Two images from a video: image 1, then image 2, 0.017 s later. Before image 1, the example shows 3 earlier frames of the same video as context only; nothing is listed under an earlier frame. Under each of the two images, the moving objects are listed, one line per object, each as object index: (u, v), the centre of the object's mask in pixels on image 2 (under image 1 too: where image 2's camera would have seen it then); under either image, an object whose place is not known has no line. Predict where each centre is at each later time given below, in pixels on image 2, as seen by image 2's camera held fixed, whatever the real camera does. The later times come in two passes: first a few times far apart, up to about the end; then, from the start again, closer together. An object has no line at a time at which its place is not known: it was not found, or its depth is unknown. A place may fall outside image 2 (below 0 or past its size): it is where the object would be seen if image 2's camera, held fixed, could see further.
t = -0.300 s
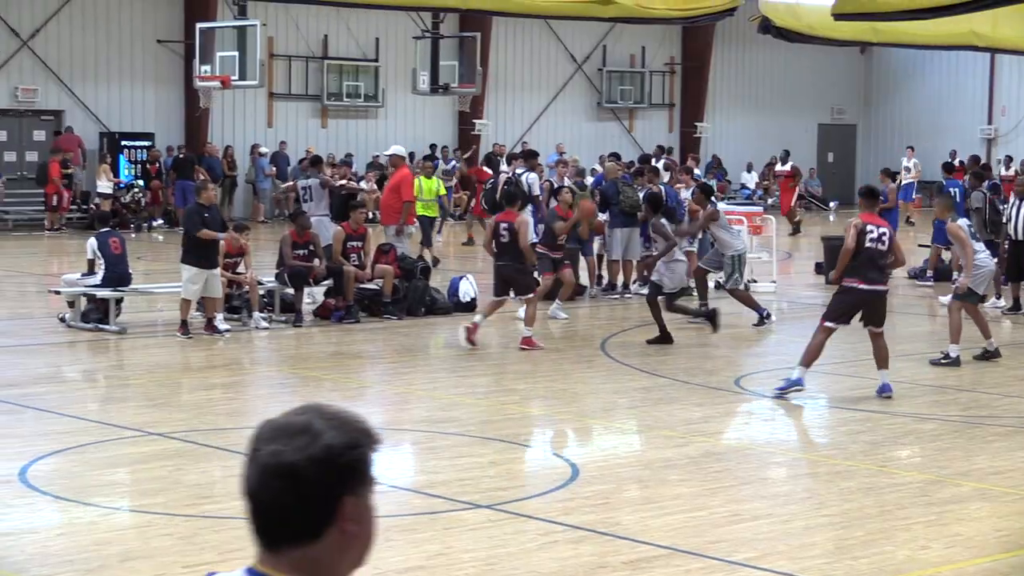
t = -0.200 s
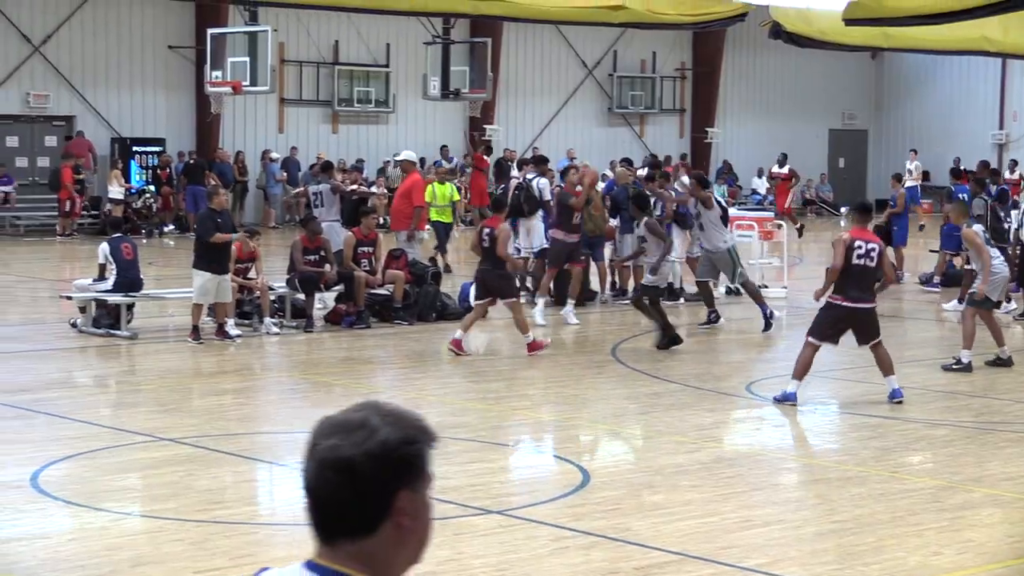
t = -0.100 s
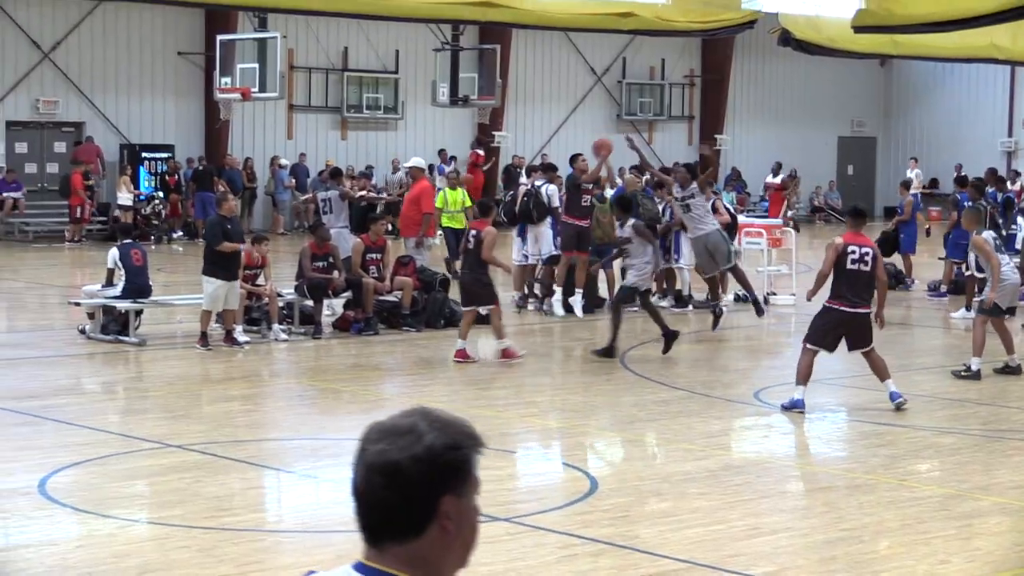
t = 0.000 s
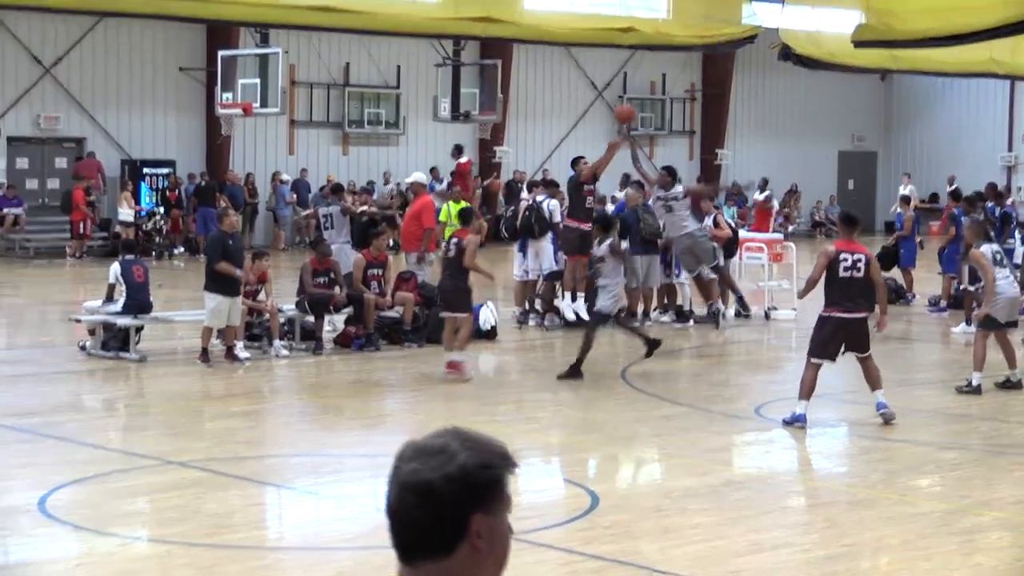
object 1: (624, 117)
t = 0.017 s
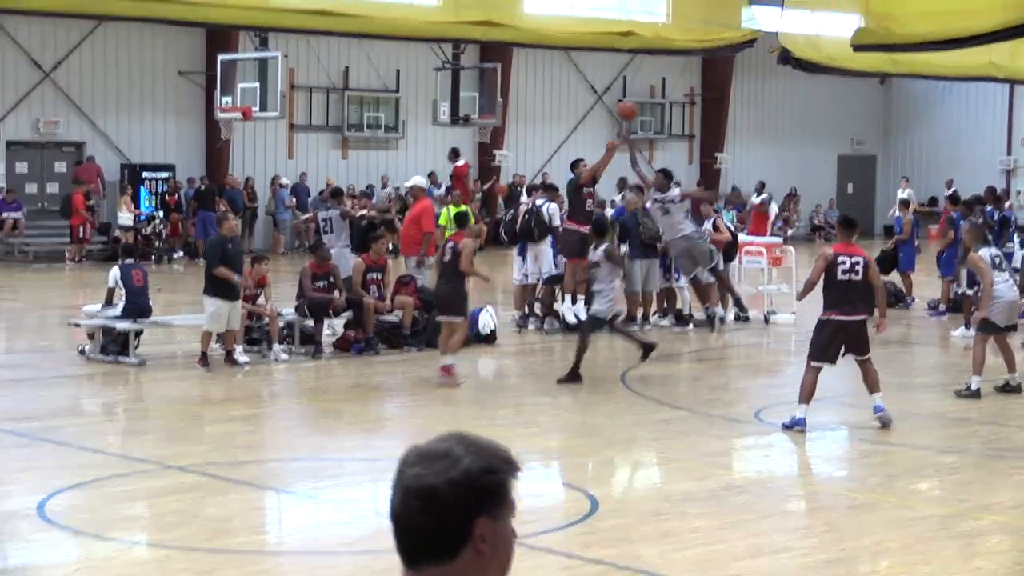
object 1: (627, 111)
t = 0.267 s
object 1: (667, 26)
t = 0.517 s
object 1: (705, -2)
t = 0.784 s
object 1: (747, 30)
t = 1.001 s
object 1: (776, 104)
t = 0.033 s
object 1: (629, 104)
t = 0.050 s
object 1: (632, 96)
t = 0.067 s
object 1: (635, 90)
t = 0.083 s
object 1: (637, 83)
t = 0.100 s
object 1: (640, 77)
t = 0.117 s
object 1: (643, 71)
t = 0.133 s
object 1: (645, 65)
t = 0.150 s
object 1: (648, 59)
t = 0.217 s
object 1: (658, 36)
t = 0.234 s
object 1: (661, 34)
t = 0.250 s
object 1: (664, 30)
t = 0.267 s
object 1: (667, 26)
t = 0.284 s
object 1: (669, 22)
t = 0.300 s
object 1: (672, 18)
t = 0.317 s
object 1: (675, 17)
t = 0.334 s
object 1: (677, 14)
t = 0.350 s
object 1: (680, 12)
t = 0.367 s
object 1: (682, 9)
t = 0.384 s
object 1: (685, 7)
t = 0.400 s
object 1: (687, 5)
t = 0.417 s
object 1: (690, 3)
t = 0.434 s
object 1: (692, 2)
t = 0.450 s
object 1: (695, 0)
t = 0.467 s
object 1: (697, -1)
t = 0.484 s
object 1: (700, -1)
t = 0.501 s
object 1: (702, -2)
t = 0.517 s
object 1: (705, -2)
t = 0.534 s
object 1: (707, -2)
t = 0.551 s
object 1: (710, -2)
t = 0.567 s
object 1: (712, -1)
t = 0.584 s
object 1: (715, -1)
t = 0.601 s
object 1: (718, 0)
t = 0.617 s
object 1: (720, 1)
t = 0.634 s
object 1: (723, 2)
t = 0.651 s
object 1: (726, 4)
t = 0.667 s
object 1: (728, 6)
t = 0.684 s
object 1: (731, 8)
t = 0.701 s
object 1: (733, 12)
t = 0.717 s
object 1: (735, 15)
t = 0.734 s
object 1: (738, 18)
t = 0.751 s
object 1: (740, 22)
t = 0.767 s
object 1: (743, 25)
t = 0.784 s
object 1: (747, 30)
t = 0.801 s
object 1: (748, 34)
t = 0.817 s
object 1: (751, 38)
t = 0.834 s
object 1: (752, 42)
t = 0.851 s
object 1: (754, 47)
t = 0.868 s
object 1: (757, 53)
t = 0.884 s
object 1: (760, 58)
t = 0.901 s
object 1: (762, 63)
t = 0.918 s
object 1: (764, 70)
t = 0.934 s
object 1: (767, 76)
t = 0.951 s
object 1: (769, 82)
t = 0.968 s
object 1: (771, 90)
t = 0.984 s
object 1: (774, 97)
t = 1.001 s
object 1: (776, 104)
